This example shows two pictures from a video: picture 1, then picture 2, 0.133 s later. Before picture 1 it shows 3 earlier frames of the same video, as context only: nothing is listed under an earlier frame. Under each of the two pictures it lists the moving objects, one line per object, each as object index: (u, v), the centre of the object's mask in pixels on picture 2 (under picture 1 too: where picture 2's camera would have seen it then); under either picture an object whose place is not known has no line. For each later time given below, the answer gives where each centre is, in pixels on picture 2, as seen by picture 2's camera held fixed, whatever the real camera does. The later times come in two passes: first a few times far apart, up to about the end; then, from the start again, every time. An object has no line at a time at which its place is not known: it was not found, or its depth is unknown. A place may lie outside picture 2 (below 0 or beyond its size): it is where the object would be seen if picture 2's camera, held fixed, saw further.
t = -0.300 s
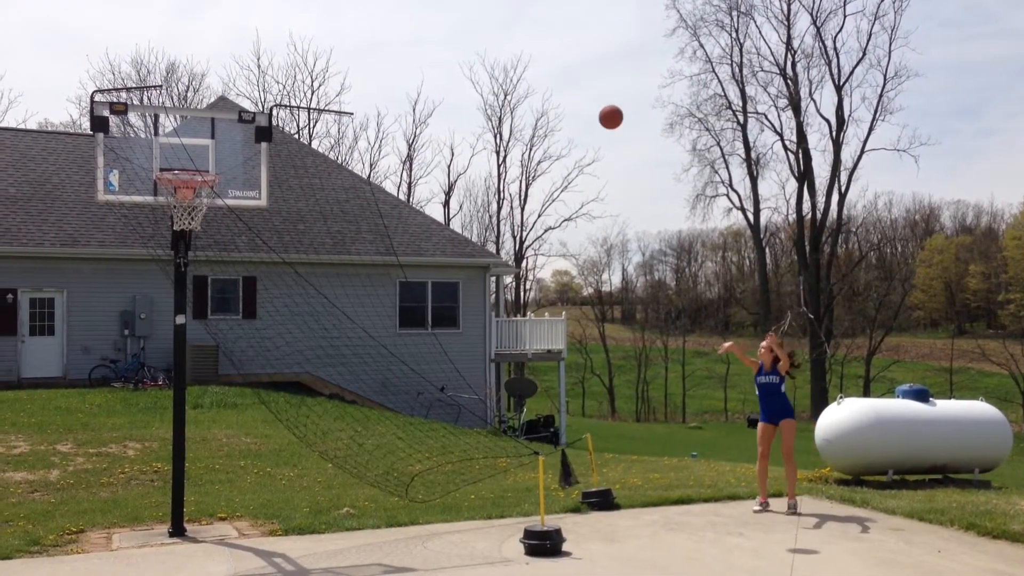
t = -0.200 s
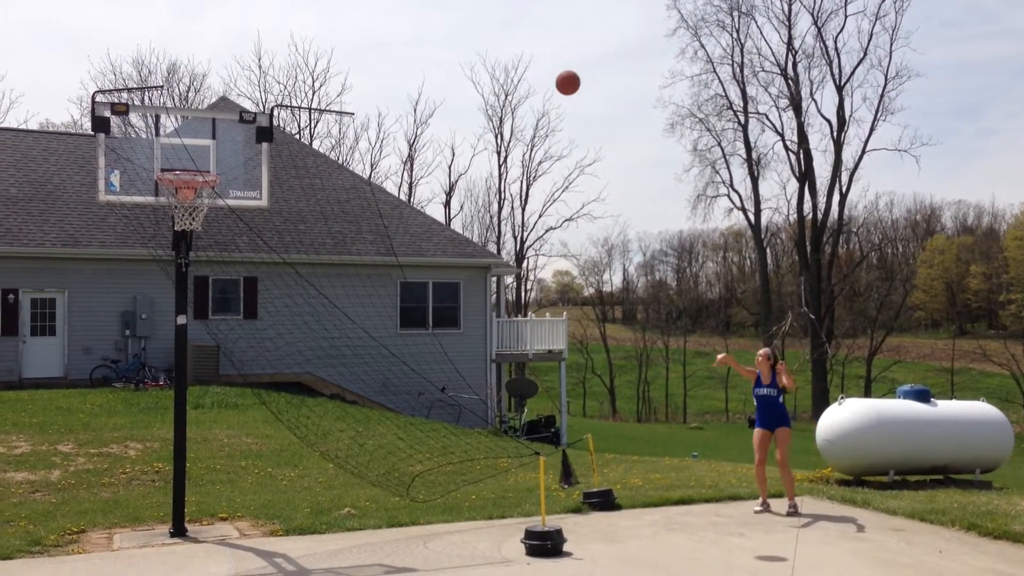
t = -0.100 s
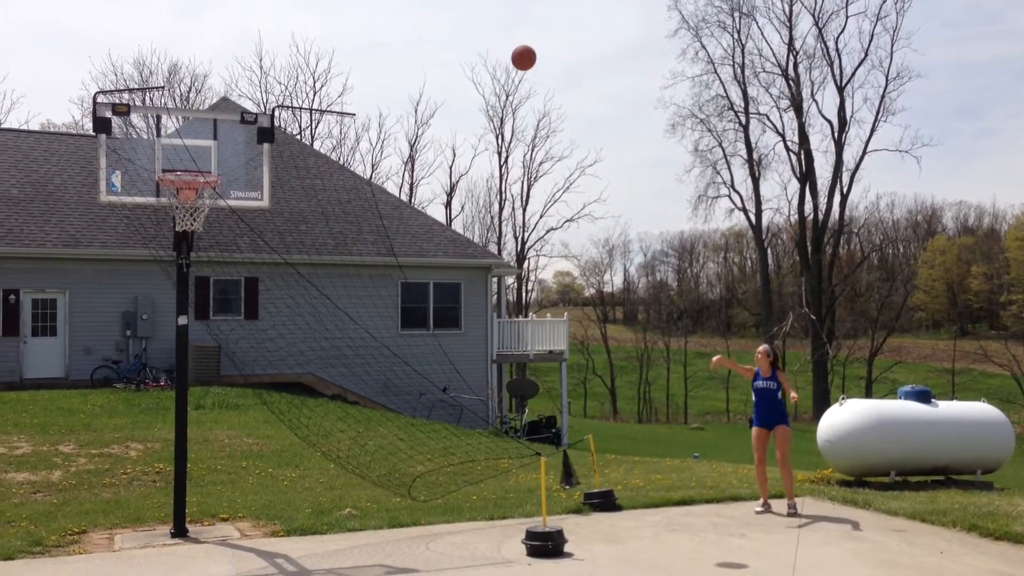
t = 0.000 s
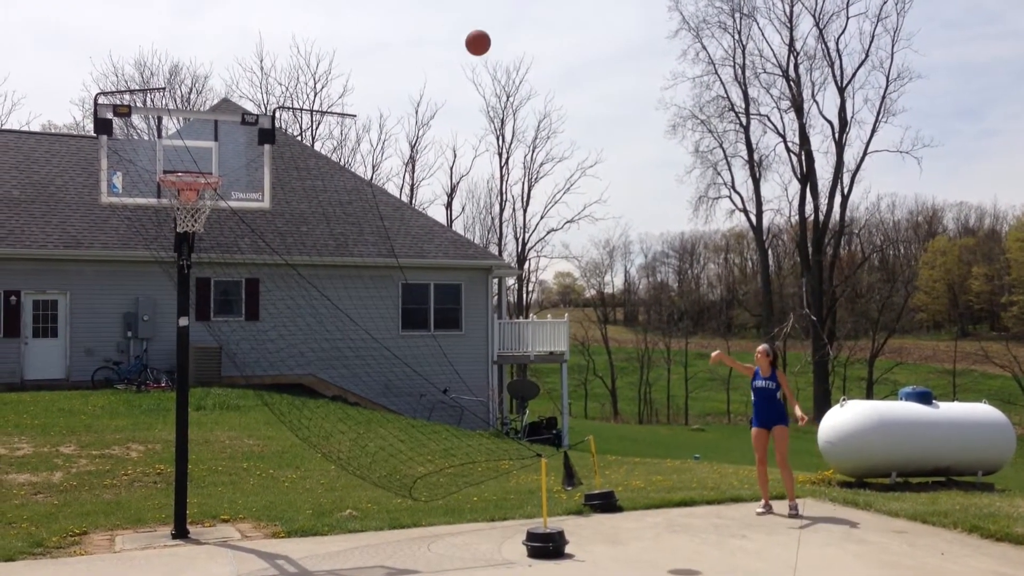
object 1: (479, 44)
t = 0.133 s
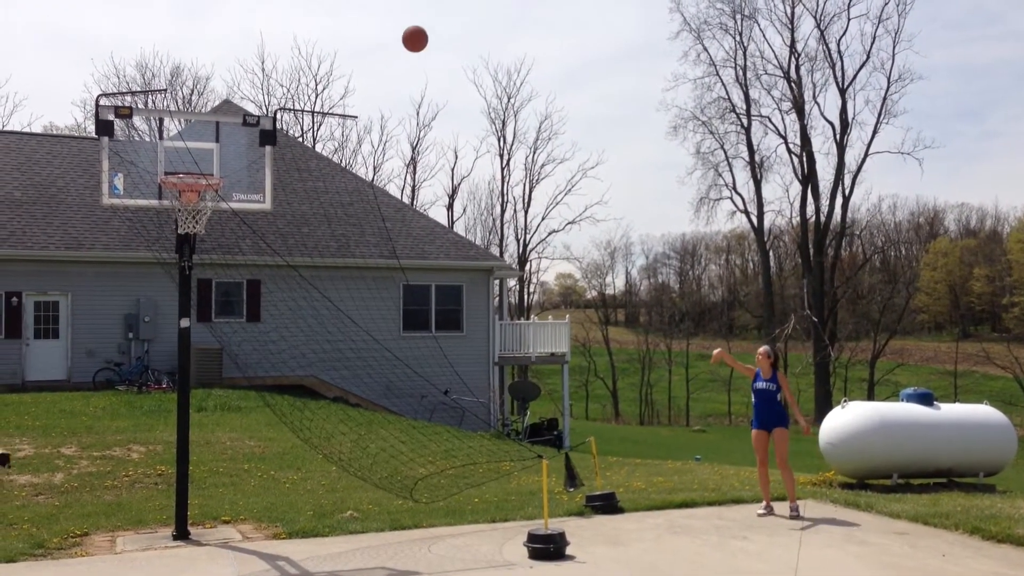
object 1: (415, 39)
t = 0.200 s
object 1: (381, 43)
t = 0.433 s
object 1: (259, 101)
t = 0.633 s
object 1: (196, 189)
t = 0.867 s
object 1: (188, 236)
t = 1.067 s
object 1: (181, 290)
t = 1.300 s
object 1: (193, 363)
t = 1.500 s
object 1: (227, 415)
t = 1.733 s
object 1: (297, 458)
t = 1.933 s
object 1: (366, 496)
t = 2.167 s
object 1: (457, 515)
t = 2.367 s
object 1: (531, 512)
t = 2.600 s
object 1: (612, 508)
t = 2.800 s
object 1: (678, 509)
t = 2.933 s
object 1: (721, 507)
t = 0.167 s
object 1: (398, 40)
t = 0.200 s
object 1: (381, 43)
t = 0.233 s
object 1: (364, 47)
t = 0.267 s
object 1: (347, 53)
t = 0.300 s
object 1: (330, 59)
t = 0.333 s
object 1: (313, 68)
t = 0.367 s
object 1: (295, 77)
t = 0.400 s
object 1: (277, 88)
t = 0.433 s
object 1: (259, 101)
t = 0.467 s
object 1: (241, 115)
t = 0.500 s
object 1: (222, 130)
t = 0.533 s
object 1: (203, 147)
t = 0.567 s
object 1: (184, 164)
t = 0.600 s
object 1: (181, 179)
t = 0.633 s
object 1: (196, 189)
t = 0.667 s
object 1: (205, 195)
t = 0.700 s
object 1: (203, 200)
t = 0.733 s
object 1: (198, 205)
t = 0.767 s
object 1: (197, 215)
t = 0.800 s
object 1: (194, 220)
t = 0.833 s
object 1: (191, 225)
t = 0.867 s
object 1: (188, 236)
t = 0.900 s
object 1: (187, 241)
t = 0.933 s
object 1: (184, 249)
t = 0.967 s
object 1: (183, 258)
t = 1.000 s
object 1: (182, 268)
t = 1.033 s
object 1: (181, 279)
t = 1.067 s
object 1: (181, 290)
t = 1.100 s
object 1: (180, 301)
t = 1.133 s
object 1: (181, 311)
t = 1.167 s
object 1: (183, 322)
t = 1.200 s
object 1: (185, 333)
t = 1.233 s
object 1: (187, 343)
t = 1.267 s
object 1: (190, 353)
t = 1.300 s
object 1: (193, 363)
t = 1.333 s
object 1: (197, 372)
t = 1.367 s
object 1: (201, 381)
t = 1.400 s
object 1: (207, 390)
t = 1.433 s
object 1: (213, 398)
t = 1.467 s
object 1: (220, 407)
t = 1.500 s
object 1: (227, 415)
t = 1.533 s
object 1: (236, 422)
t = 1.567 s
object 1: (245, 428)
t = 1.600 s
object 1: (254, 433)
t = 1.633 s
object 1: (265, 440)
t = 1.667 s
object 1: (276, 446)
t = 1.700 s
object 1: (287, 452)
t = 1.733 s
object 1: (297, 458)
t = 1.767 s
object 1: (309, 465)
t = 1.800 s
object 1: (320, 471)
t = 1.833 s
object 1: (331, 478)
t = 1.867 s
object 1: (342, 484)
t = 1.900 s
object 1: (354, 490)
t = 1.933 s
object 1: (366, 496)
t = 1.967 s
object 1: (379, 501)
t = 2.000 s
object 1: (391, 506)
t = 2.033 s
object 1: (404, 511)
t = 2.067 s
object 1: (418, 514)
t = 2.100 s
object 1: (432, 518)
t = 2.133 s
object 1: (445, 519)
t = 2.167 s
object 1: (457, 515)
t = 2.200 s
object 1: (470, 514)
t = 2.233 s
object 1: (482, 513)
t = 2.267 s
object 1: (494, 513)
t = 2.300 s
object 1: (507, 515)
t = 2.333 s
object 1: (519, 515)
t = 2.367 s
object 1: (531, 512)
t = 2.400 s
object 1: (541, 511)
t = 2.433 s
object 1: (556, 510)
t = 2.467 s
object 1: (566, 511)
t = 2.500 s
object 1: (577, 512)
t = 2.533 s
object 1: (589, 510)
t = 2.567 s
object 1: (600, 508)
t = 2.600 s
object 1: (612, 508)
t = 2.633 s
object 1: (623, 508)
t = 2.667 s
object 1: (634, 510)
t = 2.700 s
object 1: (645, 509)
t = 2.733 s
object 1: (656, 507)
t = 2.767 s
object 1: (667, 507)
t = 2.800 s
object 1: (678, 509)
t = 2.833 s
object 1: (689, 507)
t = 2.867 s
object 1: (700, 506)
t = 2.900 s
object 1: (710, 506)
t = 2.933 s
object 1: (721, 507)
